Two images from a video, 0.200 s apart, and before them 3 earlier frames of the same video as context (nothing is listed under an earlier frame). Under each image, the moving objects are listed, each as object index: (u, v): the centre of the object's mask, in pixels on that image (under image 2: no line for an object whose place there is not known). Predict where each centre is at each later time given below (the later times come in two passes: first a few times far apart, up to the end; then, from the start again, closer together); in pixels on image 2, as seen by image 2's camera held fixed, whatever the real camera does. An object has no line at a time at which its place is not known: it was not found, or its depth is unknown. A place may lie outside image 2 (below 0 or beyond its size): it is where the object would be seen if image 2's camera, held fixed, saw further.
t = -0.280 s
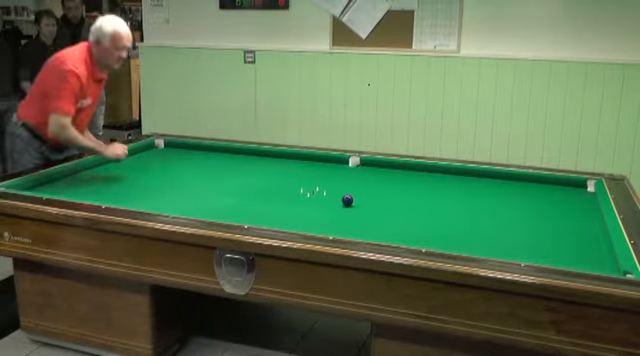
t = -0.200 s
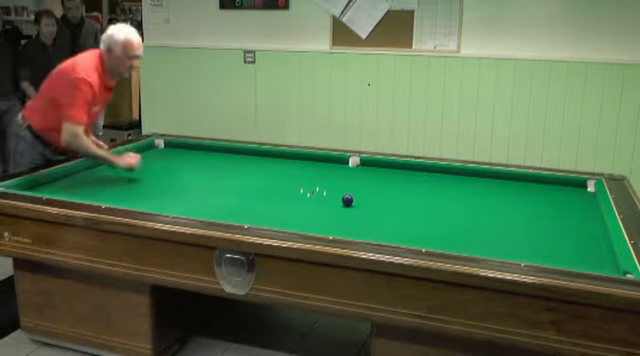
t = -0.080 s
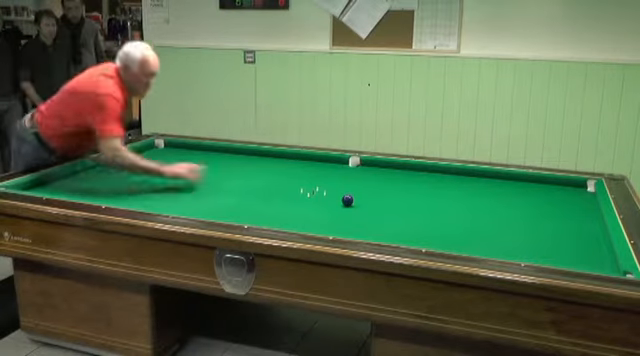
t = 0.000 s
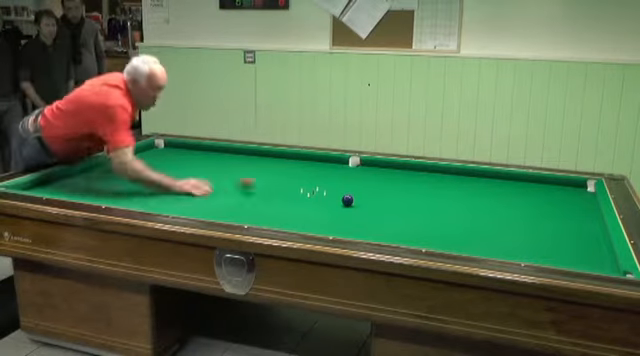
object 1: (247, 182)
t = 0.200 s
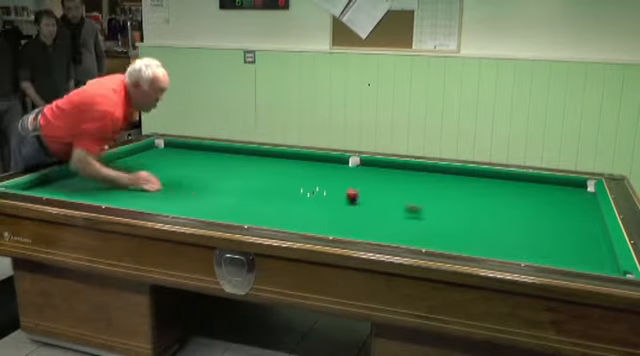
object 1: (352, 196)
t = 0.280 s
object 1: (367, 196)
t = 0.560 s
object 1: (415, 197)
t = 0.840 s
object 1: (461, 197)
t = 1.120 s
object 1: (504, 197)
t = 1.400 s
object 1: (546, 197)
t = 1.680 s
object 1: (585, 197)
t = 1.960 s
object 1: (571, 192)
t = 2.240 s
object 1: (550, 187)
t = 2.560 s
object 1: (527, 182)
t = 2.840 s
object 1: (509, 177)
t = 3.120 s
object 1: (494, 175)
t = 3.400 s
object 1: (479, 175)
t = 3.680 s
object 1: (464, 174)
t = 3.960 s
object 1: (449, 174)
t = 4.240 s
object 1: (436, 173)
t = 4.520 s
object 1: (422, 173)
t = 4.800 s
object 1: (410, 173)
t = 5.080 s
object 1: (397, 172)
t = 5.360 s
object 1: (386, 172)
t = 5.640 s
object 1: (376, 171)
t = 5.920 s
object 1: (364, 171)
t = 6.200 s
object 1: (355, 171)
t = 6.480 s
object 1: (346, 170)
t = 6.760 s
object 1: (337, 170)
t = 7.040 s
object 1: (329, 170)
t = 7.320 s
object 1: (321, 170)
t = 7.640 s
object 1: (314, 170)
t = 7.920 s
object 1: (307, 170)
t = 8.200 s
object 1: (301, 169)
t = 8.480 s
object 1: (296, 169)
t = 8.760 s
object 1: (291, 169)
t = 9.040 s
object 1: (288, 169)
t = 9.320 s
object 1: (284, 169)
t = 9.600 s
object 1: (281, 169)
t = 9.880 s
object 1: (280, 169)
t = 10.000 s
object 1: (279, 169)
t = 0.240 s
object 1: (359, 196)
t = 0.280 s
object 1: (367, 196)
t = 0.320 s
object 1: (373, 196)
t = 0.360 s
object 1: (380, 196)
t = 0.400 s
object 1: (387, 196)
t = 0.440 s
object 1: (394, 196)
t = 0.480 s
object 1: (401, 196)
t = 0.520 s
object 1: (408, 196)
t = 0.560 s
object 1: (415, 197)
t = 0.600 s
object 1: (421, 197)
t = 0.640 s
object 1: (428, 196)
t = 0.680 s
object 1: (434, 196)
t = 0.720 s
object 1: (441, 196)
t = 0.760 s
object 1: (448, 197)
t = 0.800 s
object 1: (454, 196)
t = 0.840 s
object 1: (461, 197)
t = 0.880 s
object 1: (467, 196)
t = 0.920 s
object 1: (473, 197)
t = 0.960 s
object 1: (480, 196)
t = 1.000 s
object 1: (486, 196)
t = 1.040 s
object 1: (492, 197)
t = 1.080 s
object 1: (498, 196)
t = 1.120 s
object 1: (504, 197)
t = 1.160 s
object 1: (511, 197)
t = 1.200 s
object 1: (517, 197)
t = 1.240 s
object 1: (522, 197)
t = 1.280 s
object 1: (528, 197)
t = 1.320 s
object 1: (534, 197)
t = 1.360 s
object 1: (540, 197)
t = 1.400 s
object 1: (546, 197)
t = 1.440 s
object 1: (551, 197)
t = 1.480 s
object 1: (557, 197)
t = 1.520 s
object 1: (562, 197)
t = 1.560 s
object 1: (569, 196)
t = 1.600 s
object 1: (574, 197)
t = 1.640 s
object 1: (579, 197)
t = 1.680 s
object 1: (585, 197)
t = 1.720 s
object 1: (590, 196)
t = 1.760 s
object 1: (588, 196)
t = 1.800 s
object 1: (584, 195)
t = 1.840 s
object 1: (580, 195)
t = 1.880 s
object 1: (577, 193)
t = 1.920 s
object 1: (574, 192)
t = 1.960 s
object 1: (571, 192)
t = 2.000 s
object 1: (567, 191)
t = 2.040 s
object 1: (564, 190)
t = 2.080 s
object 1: (562, 190)
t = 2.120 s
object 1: (559, 189)
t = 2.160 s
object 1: (555, 189)
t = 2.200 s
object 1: (553, 188)
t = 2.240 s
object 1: (550, 187)
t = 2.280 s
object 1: (547, 186)
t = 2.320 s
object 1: (544, 185)
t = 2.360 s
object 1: (541, 185)
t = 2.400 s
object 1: (538, 184)
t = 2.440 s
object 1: (536, 183)
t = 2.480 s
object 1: (534, 183)
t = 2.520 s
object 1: (531, 182)
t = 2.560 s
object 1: (527, 182)
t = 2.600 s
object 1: (525, 181)
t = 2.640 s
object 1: (522, 181)
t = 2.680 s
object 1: (519, 180)
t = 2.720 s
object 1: (517, 179)
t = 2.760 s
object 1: (515, 178)
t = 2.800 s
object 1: (512, 178)
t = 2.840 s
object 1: (509, 177)
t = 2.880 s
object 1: (507, 177)
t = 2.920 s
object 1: (505, 176)
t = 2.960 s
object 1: (502, 176)
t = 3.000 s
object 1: (501, 175)
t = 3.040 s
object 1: (498, 176)
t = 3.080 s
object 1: (496, 175)
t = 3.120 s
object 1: (494, 175)
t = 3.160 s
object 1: (493, 175)
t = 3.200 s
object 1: (490, 175)
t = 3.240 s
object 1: (487, 175)
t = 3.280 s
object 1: (485, 175)
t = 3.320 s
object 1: (482, 175)
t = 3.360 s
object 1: (481, 174)
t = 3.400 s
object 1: (479, 175)
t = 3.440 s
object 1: (476, 175)
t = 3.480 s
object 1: (474, 175)
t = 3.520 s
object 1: (472, 175)
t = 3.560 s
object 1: (471, 174)
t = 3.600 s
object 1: (469, 173)
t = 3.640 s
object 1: (466, 174)
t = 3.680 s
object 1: (464, 174)
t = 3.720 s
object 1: (462, 174)
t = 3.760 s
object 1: (459, 174)
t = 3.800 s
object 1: (457, 174)
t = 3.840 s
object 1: (455, 174)
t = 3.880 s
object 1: (453, 174)
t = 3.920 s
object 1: (451, 174)
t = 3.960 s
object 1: (449, 174)
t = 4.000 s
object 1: (447, 174)
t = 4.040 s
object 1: (445, 174)
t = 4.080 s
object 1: (444, 174)
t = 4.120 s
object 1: (442, 174)
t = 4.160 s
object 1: (439, 173)
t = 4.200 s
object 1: (438, 173)
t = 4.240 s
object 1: (436, 173)
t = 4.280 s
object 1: (434, 173)
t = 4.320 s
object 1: (433, 173)
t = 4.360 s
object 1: (430, 173)
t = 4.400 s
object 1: (428, 173)
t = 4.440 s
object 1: (426, 173)
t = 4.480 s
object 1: (424, 173)
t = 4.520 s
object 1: (422, 173)
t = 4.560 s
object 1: (420, 173)
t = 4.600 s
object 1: (418, 173)
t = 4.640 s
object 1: (417, 173)
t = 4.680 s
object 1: (415, 173)
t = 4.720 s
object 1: (413, 173)
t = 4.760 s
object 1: (411, 173)
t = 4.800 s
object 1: (410, 173)
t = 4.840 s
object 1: (408, 172)
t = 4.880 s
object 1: (407, 172)
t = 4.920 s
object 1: (405, 172)
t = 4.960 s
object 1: (403, 172)
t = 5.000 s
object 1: (401, 172)
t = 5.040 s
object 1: (400, 172)
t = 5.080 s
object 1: (397, 172)
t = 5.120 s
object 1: (396, 172)
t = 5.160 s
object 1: (394, 172)
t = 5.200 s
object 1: (392, 172)
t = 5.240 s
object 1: (390, 172)
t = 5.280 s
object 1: (389, 172)
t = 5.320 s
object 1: (388, 172)
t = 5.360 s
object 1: (386, 172)
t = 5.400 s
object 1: (384, 172)
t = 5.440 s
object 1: (382, 172)
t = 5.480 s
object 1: (381, 172)
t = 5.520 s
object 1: (381, 172)
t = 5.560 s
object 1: (379, 172)
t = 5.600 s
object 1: (377, 172)
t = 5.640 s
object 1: (376, 171)
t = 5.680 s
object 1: (374, 172)
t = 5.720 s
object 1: (373, 171)
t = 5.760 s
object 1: (372, 171)
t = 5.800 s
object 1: (369, 171)
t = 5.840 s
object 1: (368, 171)
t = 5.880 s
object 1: (365, 171)
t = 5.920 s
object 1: (364, 171)
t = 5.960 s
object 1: (363, 171)
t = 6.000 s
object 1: (361, 171)
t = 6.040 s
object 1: (361, 170)
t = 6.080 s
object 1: (360, 170)
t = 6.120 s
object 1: (358, 170)
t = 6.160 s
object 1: (357, 171)
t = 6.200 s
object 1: (355, 171)
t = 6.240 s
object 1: (354, 171)
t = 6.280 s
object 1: (353, 171)
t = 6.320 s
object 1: (352, 171)
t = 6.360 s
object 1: (349, 171)
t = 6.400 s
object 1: (349, 171)
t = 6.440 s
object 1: (346, 171)
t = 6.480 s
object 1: (346, 170)
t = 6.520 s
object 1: (344, 170)
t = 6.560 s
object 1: (343, 170)
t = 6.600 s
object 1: (342, 170)
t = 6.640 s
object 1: (340, 171)
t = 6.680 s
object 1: (339, 170)
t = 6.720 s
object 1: (338, 170)
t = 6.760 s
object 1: (337, 170)
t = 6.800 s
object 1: (337, 170)
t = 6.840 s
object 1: (336, 170)
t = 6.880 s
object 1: (335, 170)
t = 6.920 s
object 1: (333, 170)
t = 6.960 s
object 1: (333, 170)
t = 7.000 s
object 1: (330, 170)
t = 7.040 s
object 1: (329, 170)
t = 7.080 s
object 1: (329, 170)
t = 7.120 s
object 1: (327, 170)
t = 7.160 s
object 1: (325, 170)
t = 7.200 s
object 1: (324, 170)
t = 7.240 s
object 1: (324, 170)
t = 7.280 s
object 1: (322, 170)
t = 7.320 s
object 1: (321, 170)
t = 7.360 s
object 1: (320, 170)
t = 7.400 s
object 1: (319, 170)
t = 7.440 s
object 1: (319, 170)
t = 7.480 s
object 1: (318, 170)
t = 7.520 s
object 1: (317, 170)
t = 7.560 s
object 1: (316, 170)
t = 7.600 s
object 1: (316, 169)
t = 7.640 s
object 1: (314, 170)
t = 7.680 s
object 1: (313, 170)
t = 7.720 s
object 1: (312, 170)
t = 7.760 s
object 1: (310, 170)
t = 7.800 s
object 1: (309, 170)
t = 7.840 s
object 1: (309, 170)
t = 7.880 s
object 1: (308, 170)
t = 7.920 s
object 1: (307, 170)
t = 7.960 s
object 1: (306, 170)
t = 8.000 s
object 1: (305, 170)
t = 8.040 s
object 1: (305, 169)
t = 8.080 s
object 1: (304, 170)
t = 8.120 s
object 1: (303, 170)
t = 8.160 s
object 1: (303, 169)
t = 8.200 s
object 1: (301, 169)
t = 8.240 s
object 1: (301, 169)
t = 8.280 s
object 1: (300, 169)
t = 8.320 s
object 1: (299, 169)
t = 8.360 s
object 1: (298, 169)
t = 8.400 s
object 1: (297, 169)
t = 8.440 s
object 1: (297, 169)
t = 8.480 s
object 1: (296, 169)
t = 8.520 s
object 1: (296, 169)
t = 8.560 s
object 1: (295, 169)
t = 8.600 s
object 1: (294, 169)
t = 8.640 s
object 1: (294, 169)
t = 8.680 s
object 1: (293, 169)
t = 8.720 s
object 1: (292, 169)
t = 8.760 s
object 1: (291, 169)
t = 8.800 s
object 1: (291, 169)
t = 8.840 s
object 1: (291, 169)
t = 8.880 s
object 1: (290, 169)
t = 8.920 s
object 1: (289, 169)
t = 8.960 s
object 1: (289, 169)
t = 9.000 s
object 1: (288, 169)
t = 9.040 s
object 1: (288, 169)
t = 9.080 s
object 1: (287, 169)
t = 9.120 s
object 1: (287, 169)
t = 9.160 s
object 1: (286, 169)
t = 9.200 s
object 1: (286, 169)
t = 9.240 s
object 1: (285, 169)
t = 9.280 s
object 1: (285, 169)
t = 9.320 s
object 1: (284, 169)
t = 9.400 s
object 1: (284, 169)
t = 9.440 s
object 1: (283, 169)
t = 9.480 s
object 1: (283, 169)
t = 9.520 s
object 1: (282, 169)
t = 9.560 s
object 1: (282, 169)
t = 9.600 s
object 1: (281, 169)
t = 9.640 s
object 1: (281, 169)
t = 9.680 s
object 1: (281, 169)
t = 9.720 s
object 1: (280, 169)
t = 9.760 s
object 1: (280, 169)
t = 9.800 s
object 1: (280, 169)
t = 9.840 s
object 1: (280, 169)
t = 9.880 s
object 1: (280, 169)
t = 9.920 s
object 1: (280, 169)
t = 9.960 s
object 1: (279, 169)
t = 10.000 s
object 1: (279, 169)
